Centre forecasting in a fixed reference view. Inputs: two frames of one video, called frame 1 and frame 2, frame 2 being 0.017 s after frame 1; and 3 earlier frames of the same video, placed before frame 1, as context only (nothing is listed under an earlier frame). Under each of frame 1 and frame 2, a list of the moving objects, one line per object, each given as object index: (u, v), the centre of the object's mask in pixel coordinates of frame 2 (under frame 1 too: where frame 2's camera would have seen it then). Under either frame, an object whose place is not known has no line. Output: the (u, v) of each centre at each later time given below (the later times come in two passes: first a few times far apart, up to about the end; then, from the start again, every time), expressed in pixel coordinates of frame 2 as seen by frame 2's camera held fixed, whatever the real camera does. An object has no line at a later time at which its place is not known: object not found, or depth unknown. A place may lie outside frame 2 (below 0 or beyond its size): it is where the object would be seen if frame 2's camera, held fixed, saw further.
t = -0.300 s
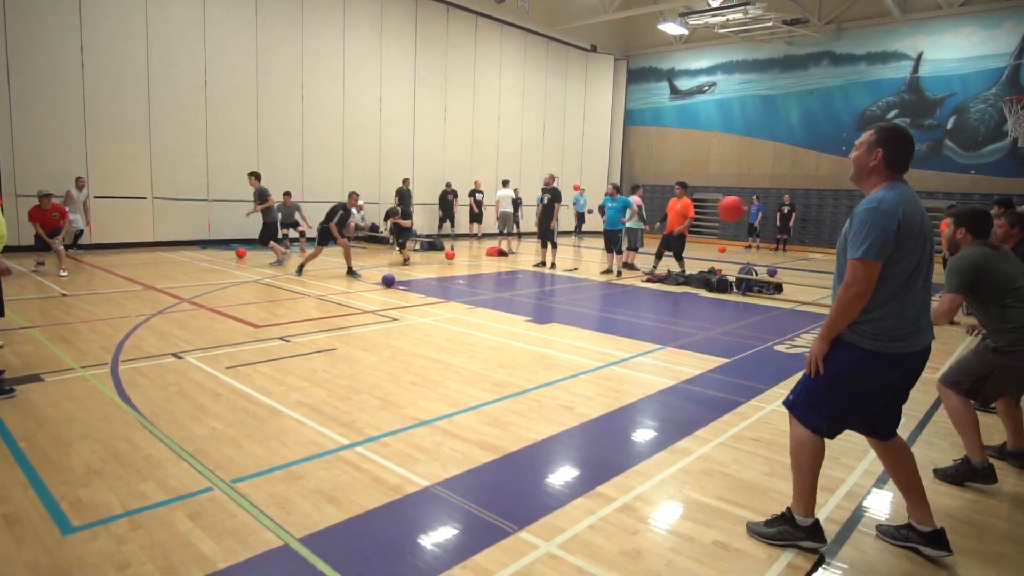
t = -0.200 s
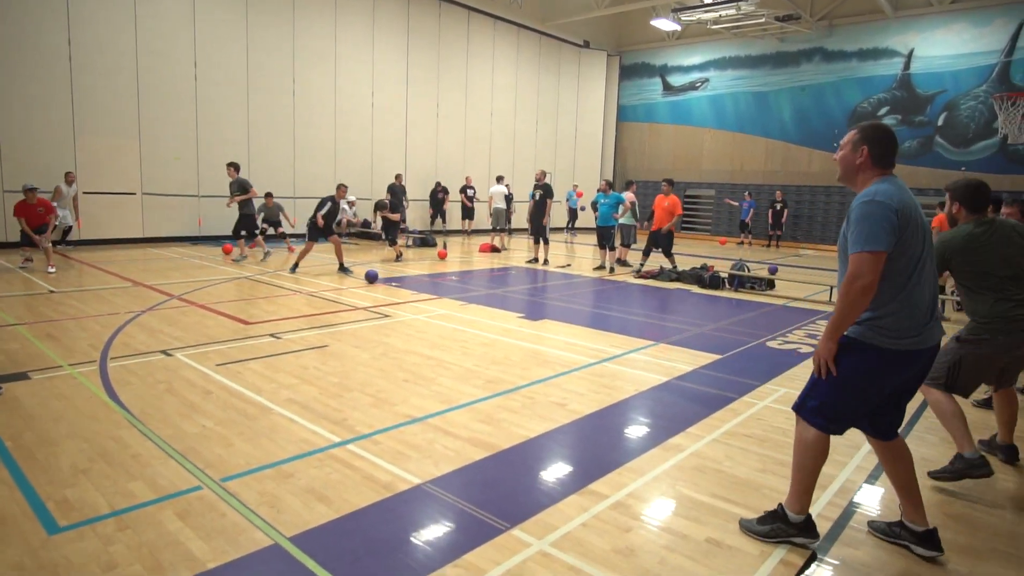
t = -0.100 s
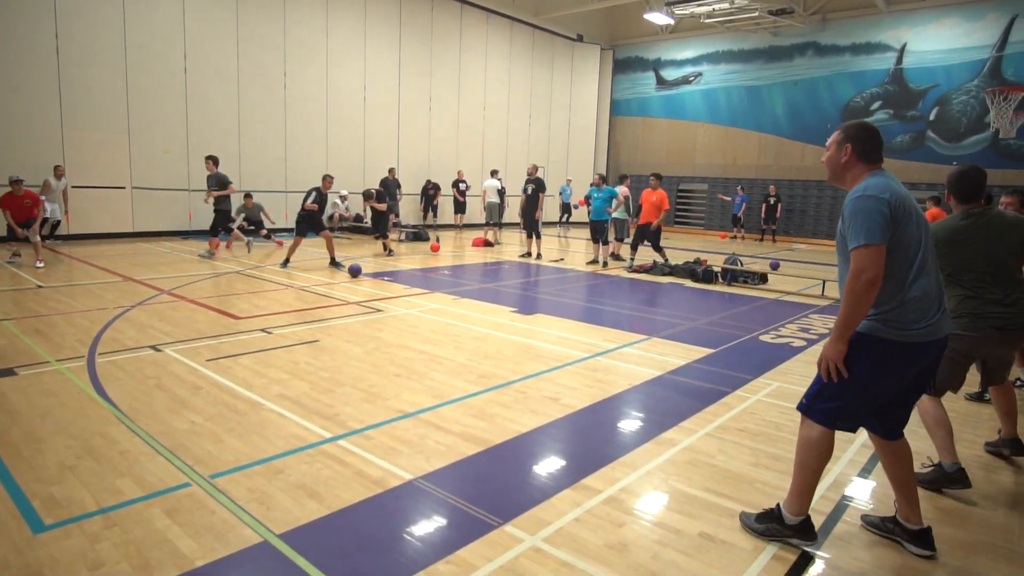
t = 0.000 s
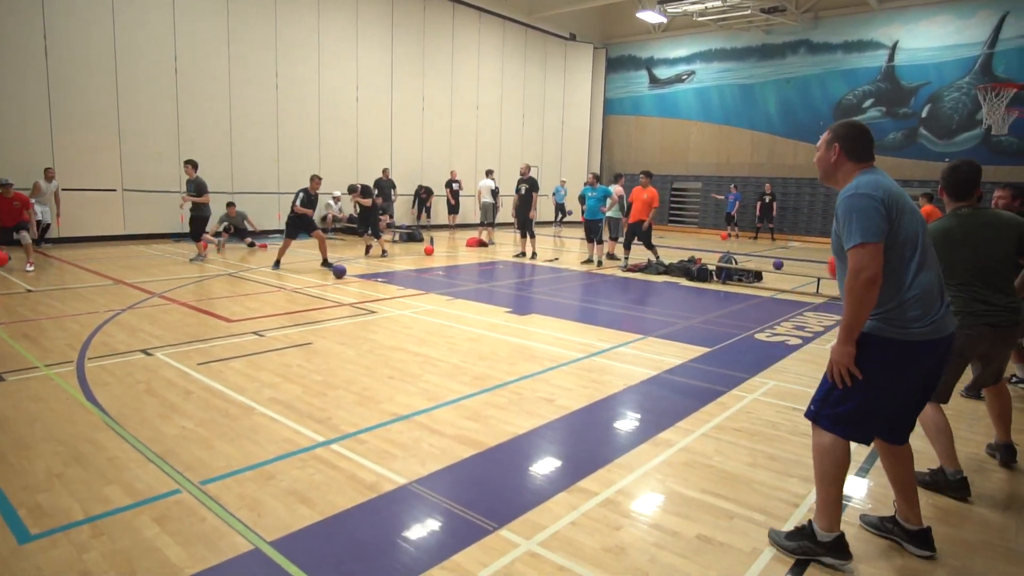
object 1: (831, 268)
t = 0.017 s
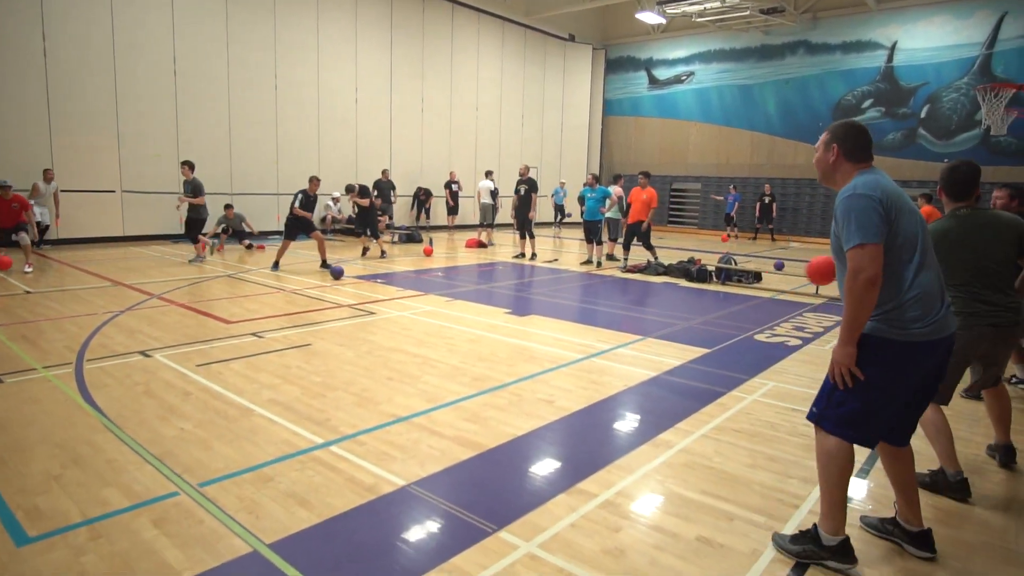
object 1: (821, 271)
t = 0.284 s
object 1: (582, 329)
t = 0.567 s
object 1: (495, 259)
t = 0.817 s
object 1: (439, 267)
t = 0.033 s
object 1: (800, 275)
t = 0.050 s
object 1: (780, 279)
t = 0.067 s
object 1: (761, 284)
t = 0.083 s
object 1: (741, 289)
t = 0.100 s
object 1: (724, 294)
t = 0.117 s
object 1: (707, 300)
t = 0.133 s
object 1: (690, 305)
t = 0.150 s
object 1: (674, 311)
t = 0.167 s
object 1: (659, 316)
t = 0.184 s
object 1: (644, 322)
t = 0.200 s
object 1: (630, 328)
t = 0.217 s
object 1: (616, 334)
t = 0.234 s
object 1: (603, 340)
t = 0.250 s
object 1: (593, 345)
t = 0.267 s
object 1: (587, 337)
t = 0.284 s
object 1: (582, 329)
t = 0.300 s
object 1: (576, 322)
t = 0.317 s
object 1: (570, 315)
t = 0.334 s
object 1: (565, 309)
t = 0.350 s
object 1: (560, 303)
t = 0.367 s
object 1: (554, 297)
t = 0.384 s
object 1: (549, 292)
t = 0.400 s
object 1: (544, 287)
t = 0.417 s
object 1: (538, 283)
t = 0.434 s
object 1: (534, 279)
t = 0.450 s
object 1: (528, 275)
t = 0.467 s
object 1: (524, 272)
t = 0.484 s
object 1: (519, 269)
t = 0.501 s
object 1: (514, 267)
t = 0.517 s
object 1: (509, 264)
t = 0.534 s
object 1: (505, 261)
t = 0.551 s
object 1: (500, 260)
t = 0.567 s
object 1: (495, 259)
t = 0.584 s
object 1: (491, 258)
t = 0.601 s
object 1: (487, 257)
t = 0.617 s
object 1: (483, 256)
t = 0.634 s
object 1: (479, 255)
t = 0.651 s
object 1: (475, 255)
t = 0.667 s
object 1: (471, 256)
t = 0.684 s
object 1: (467, 256)
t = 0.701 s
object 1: (463, 257)
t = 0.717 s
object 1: (459, 258)
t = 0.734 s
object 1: (456, 258)
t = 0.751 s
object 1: (452, 260)
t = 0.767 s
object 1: (449, 261)
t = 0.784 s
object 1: (446, 263)
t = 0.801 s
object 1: (442, 265)
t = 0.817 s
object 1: (439, 267)
